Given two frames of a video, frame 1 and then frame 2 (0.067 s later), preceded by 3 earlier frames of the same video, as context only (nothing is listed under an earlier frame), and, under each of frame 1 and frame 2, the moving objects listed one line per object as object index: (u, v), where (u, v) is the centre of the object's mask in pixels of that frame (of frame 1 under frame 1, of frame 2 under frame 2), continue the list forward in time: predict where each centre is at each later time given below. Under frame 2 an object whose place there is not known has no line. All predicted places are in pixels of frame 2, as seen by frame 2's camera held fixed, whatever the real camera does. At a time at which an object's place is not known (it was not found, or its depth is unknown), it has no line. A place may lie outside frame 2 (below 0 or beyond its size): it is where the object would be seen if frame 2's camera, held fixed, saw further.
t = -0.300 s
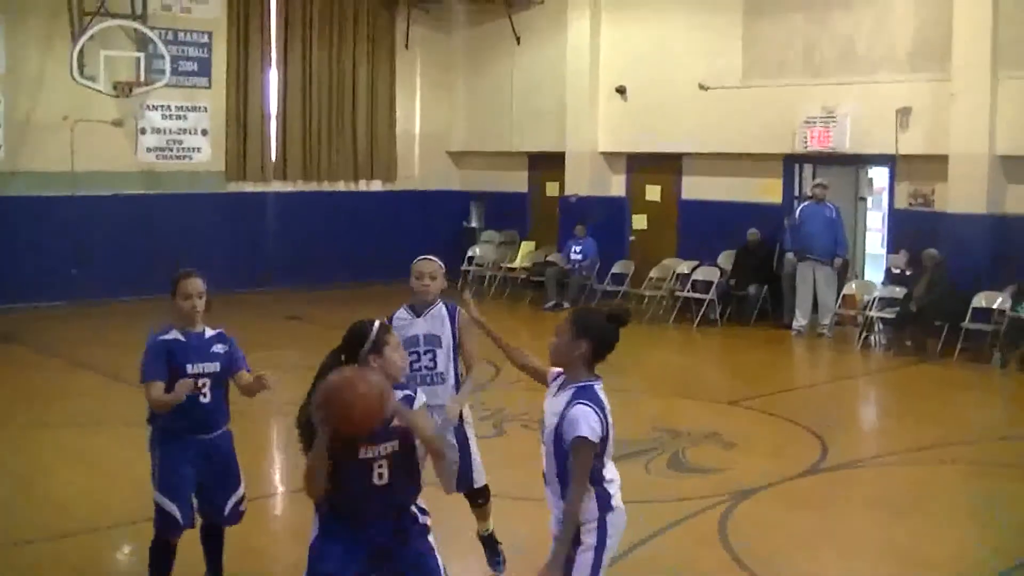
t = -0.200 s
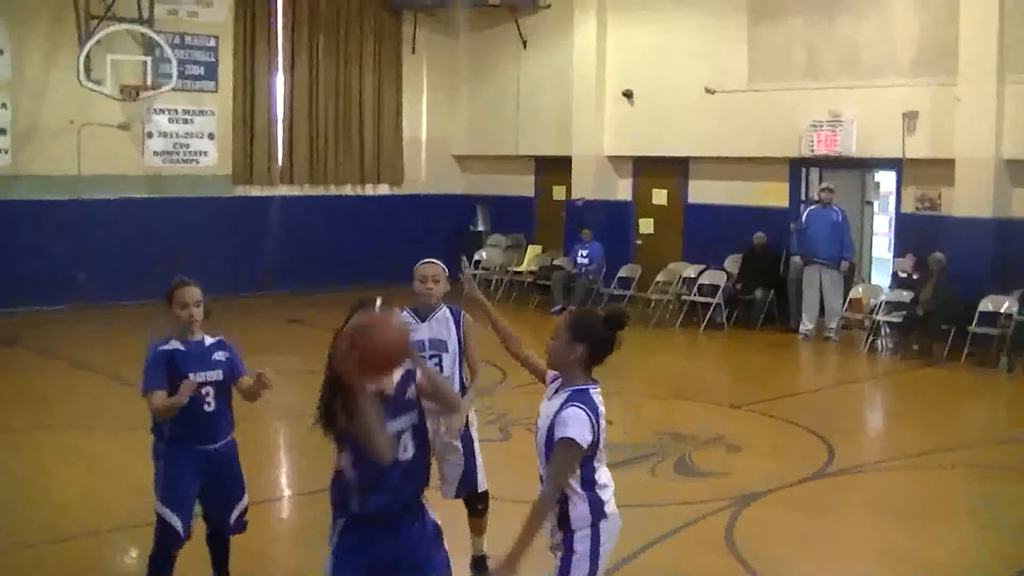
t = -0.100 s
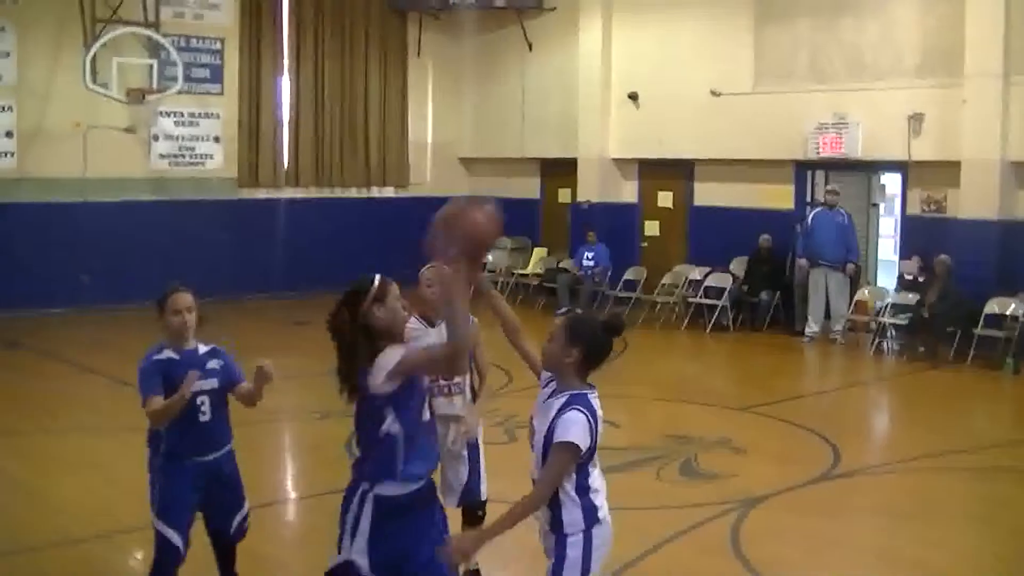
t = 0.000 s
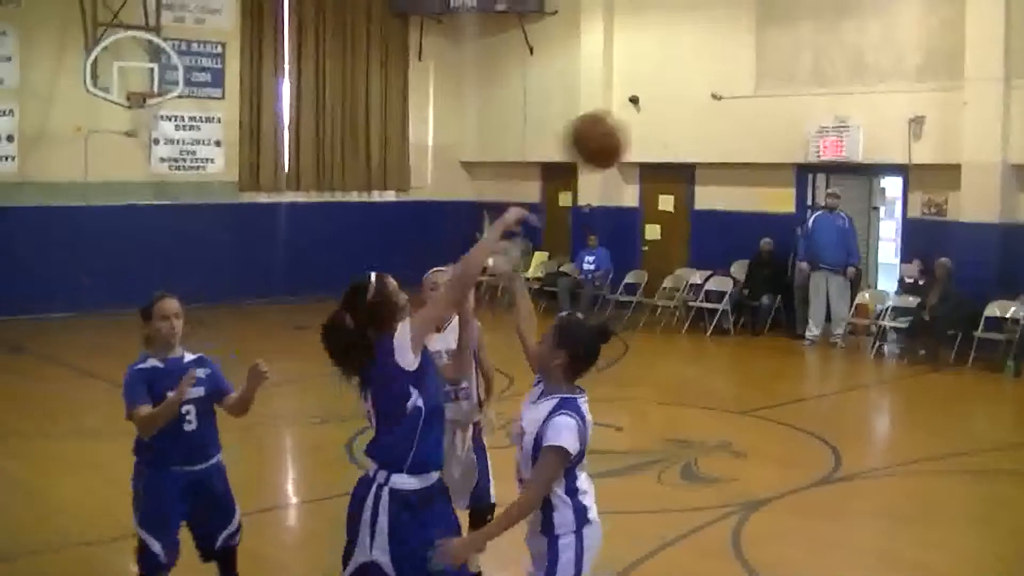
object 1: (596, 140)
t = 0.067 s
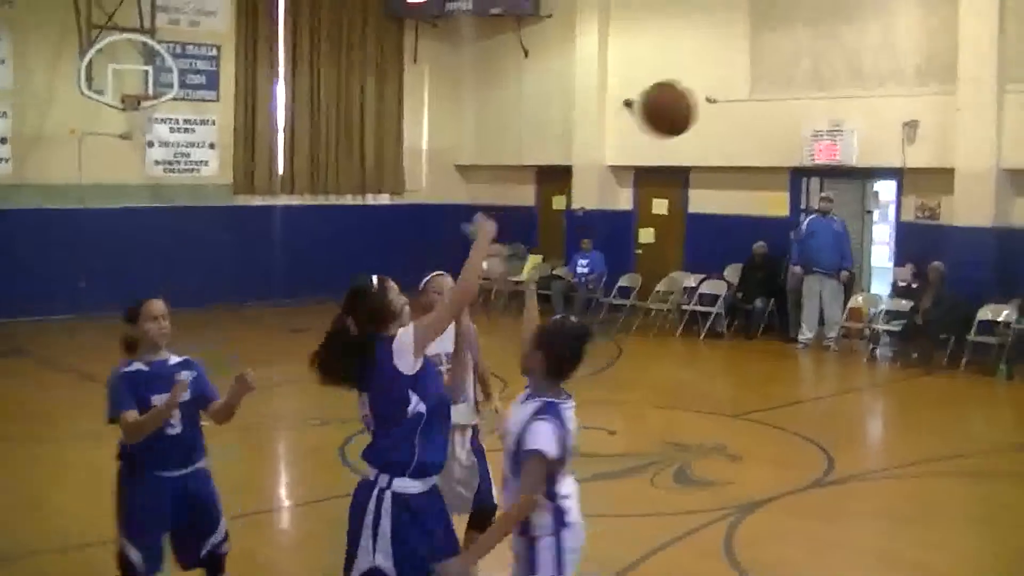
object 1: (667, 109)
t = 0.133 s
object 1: (734, 88)
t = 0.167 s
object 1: (764, 82)
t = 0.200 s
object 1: (791, 79)
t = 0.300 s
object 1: (869, 85)
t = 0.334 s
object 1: (891, 91)
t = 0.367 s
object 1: (914, 100)
